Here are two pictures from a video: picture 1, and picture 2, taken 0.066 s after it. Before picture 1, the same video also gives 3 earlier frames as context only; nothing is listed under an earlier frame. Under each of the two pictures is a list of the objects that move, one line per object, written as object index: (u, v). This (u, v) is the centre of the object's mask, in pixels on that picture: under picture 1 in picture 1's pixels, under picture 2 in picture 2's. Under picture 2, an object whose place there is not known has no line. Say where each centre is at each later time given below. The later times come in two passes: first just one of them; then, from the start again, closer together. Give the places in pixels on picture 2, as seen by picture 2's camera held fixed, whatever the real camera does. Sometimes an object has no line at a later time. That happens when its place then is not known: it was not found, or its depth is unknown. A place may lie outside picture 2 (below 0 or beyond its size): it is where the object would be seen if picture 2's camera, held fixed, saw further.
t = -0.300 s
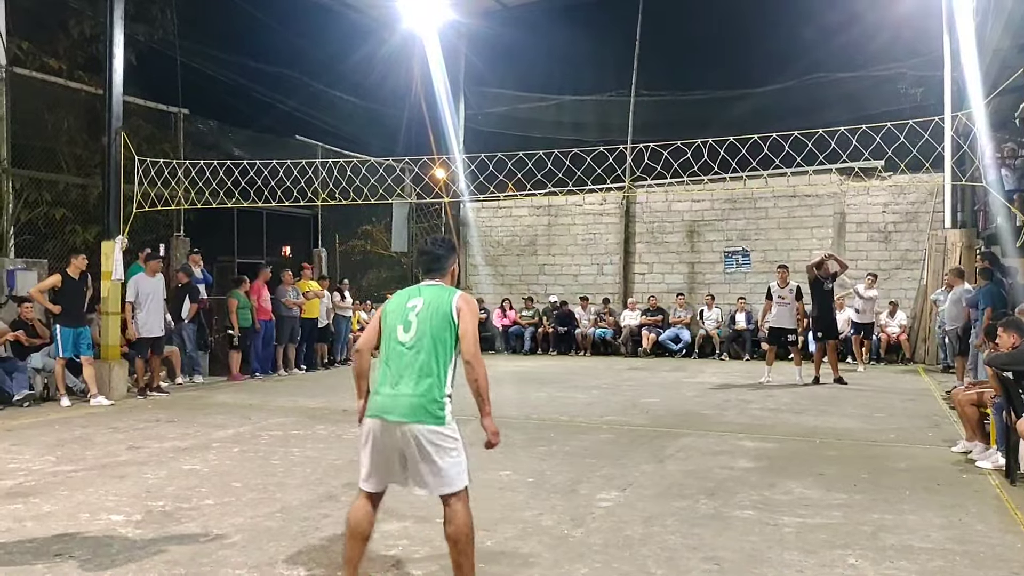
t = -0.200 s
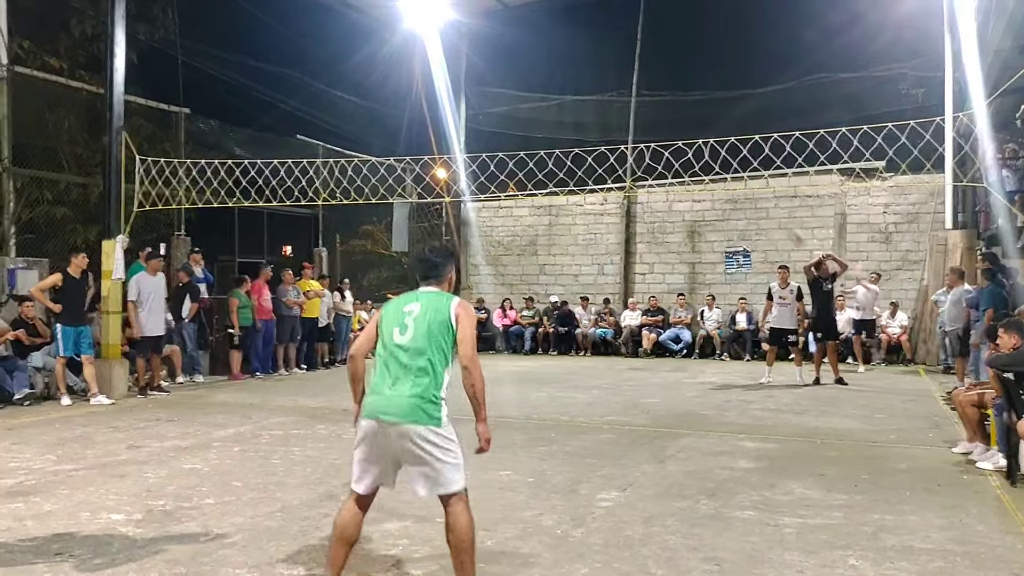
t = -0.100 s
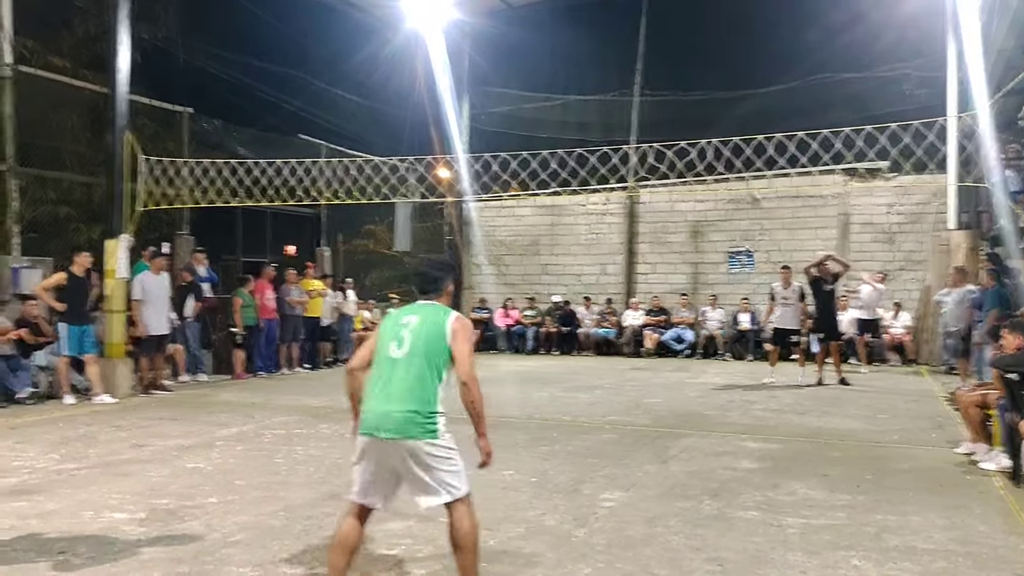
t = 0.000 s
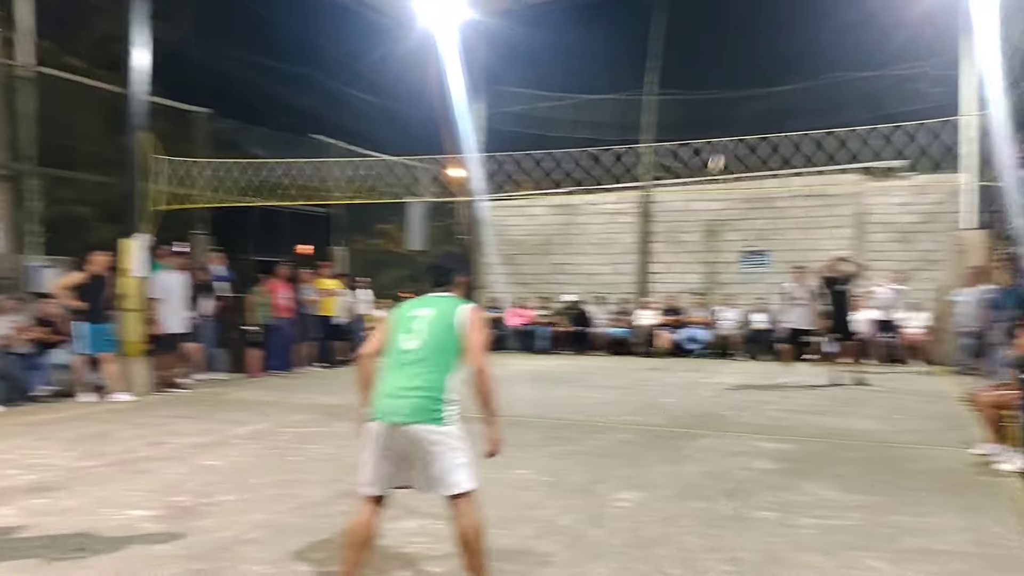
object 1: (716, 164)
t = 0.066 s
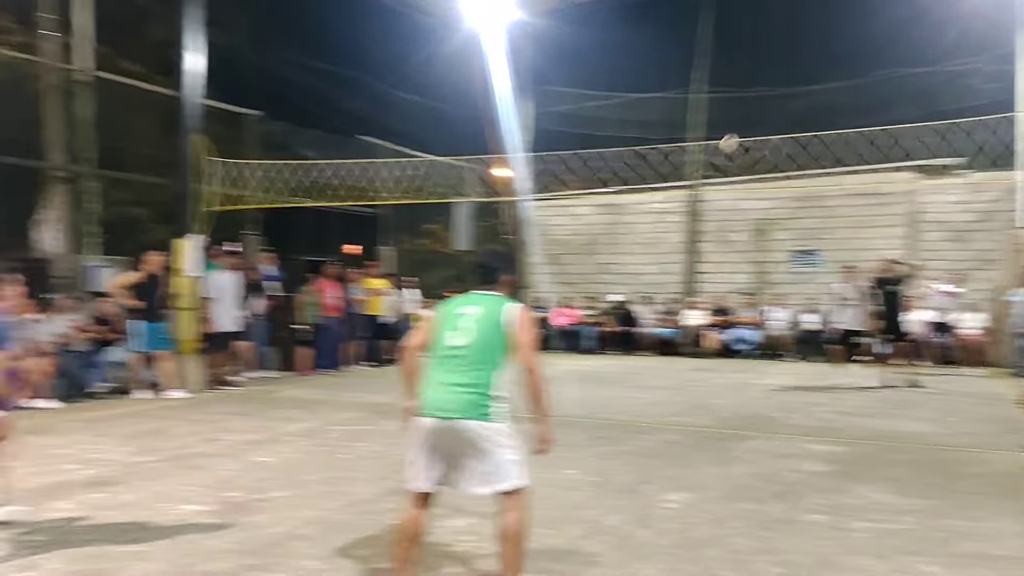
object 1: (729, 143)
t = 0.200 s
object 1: (654, 113)
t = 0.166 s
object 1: (673, 120)
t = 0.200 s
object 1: (654, 113)
